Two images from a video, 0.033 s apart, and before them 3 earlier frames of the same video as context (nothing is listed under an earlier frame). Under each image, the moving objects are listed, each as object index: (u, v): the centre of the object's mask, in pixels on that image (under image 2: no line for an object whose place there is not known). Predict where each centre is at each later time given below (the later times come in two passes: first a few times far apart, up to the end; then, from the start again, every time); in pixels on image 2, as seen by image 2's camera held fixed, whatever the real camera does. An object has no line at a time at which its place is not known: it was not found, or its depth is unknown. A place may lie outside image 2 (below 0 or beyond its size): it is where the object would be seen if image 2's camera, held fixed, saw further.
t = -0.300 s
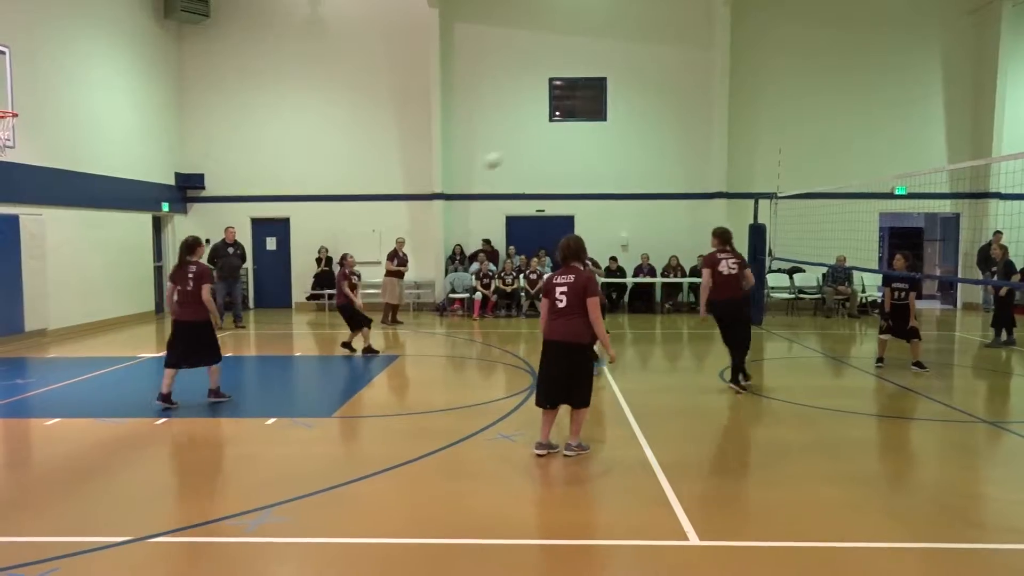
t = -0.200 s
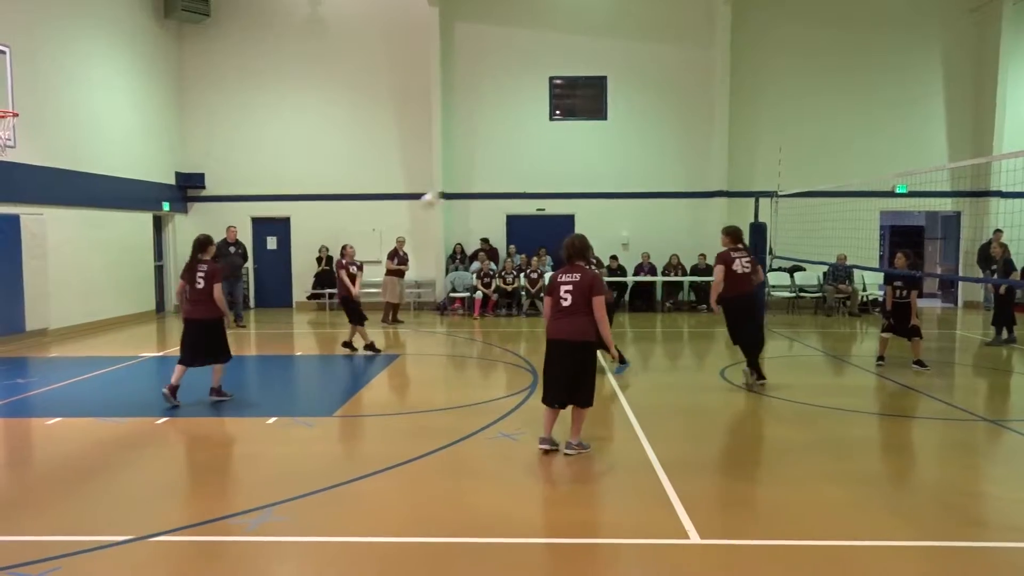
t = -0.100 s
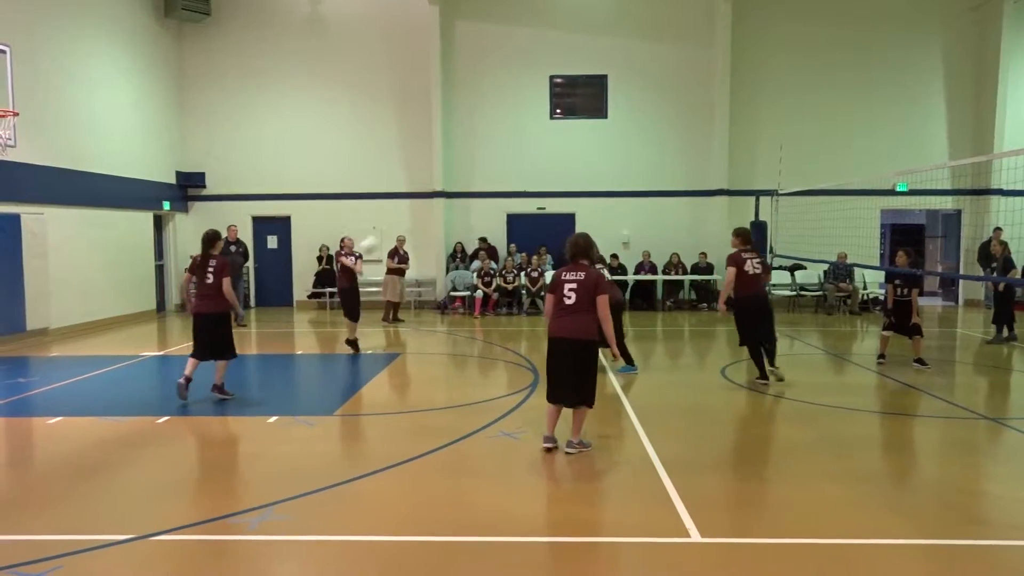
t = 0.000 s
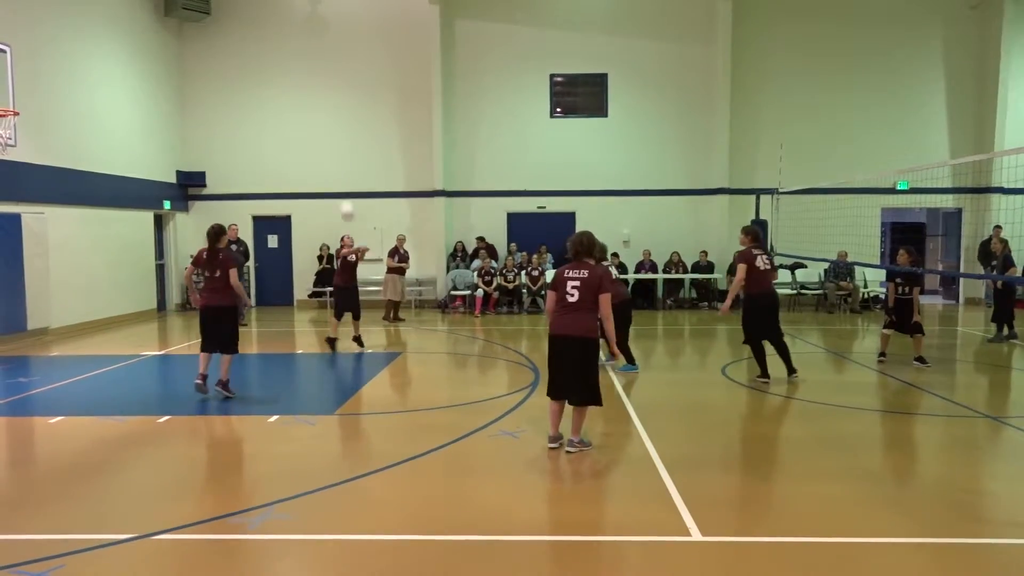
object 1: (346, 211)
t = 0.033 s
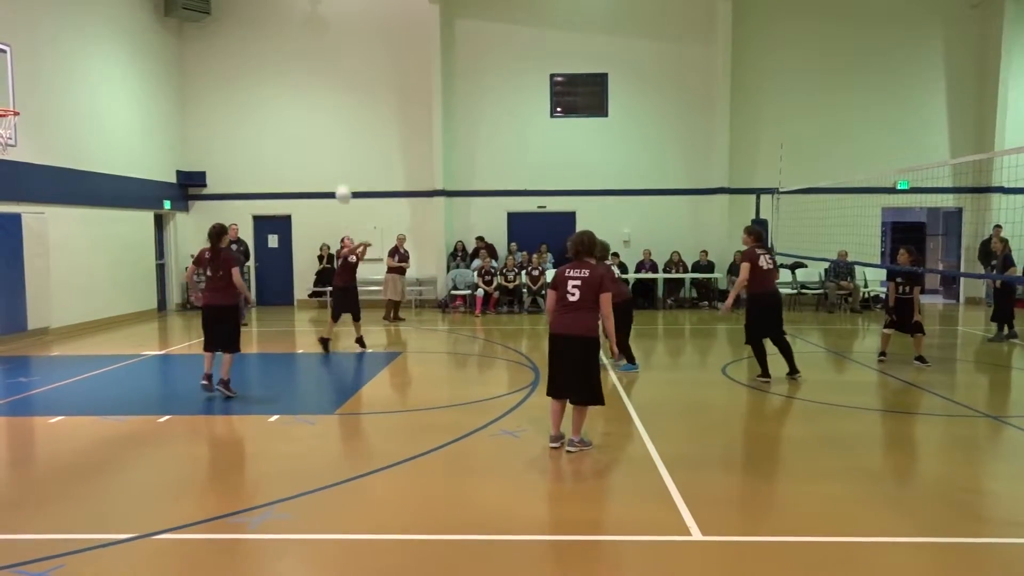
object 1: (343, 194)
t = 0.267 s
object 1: (313, 94)
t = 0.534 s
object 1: (279, 29)
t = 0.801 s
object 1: (245, 18)
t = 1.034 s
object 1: (217, 59)
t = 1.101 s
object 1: (208, 78)
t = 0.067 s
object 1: (339, 178)
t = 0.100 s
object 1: (334, 162)
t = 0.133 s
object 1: (330, 147)
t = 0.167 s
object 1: (326, 133)
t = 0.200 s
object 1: (322, 119)
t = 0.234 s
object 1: (318, 106)
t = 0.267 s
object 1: (313, 94)
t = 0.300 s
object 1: (309, 84)
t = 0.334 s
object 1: (305, 73)
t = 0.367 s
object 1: (301, 64)
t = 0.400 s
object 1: (297, 55)
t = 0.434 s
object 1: (293, 48)
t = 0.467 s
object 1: (288, 41)
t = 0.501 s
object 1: (284, 35)
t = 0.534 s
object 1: (279, 29)
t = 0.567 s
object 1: (275, 25)
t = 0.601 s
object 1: (272, 22)
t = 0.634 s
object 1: (267, 18)
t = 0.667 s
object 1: (263, 16)
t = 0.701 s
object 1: (259, 16)
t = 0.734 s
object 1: (254, 16)
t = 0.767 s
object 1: (250, 17)
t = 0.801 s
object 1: (245, 18)
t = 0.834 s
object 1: (241, 22)
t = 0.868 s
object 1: (237, 25)
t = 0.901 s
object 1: (233, 30)
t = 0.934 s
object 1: (229, 36)
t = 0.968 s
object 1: (224, 42)
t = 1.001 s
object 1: (221, 50)
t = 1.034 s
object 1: (217, 59)
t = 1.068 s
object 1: (212, 68)
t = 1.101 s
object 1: (208, 78)
